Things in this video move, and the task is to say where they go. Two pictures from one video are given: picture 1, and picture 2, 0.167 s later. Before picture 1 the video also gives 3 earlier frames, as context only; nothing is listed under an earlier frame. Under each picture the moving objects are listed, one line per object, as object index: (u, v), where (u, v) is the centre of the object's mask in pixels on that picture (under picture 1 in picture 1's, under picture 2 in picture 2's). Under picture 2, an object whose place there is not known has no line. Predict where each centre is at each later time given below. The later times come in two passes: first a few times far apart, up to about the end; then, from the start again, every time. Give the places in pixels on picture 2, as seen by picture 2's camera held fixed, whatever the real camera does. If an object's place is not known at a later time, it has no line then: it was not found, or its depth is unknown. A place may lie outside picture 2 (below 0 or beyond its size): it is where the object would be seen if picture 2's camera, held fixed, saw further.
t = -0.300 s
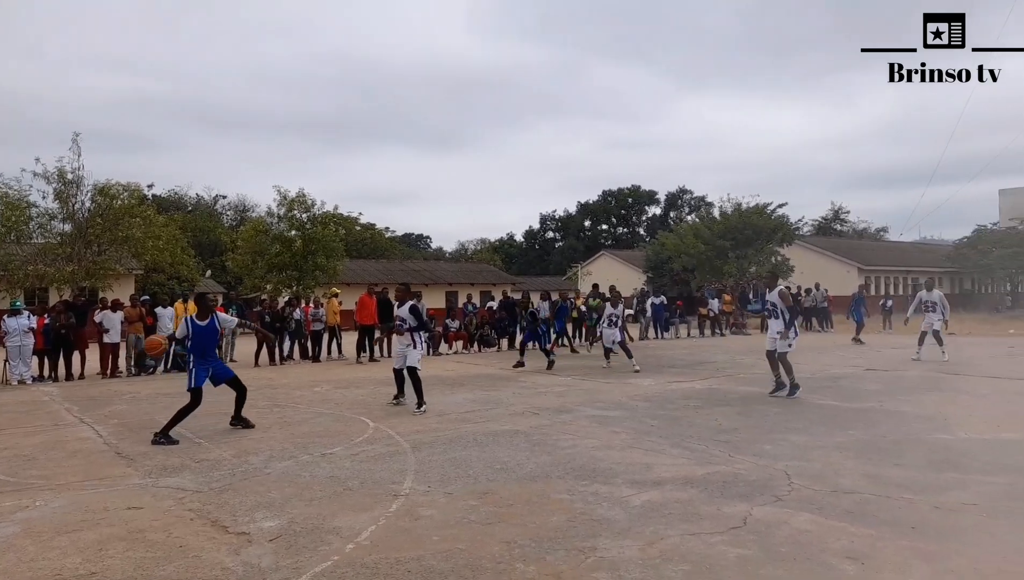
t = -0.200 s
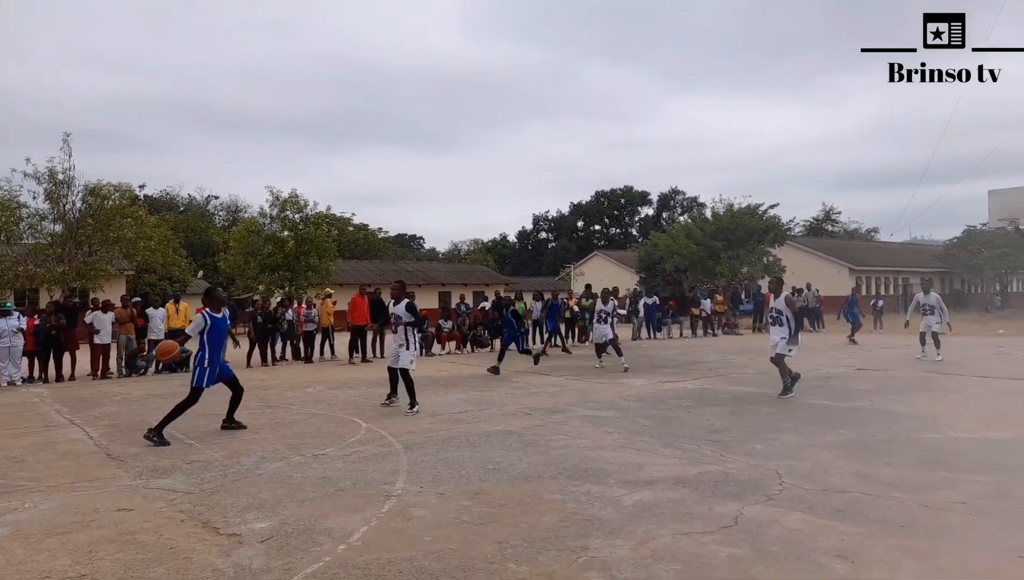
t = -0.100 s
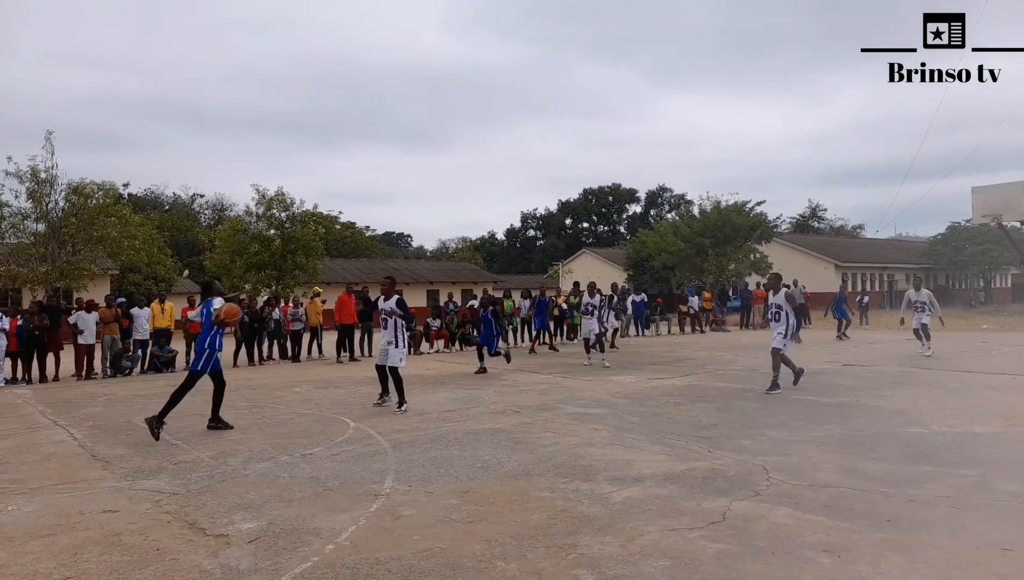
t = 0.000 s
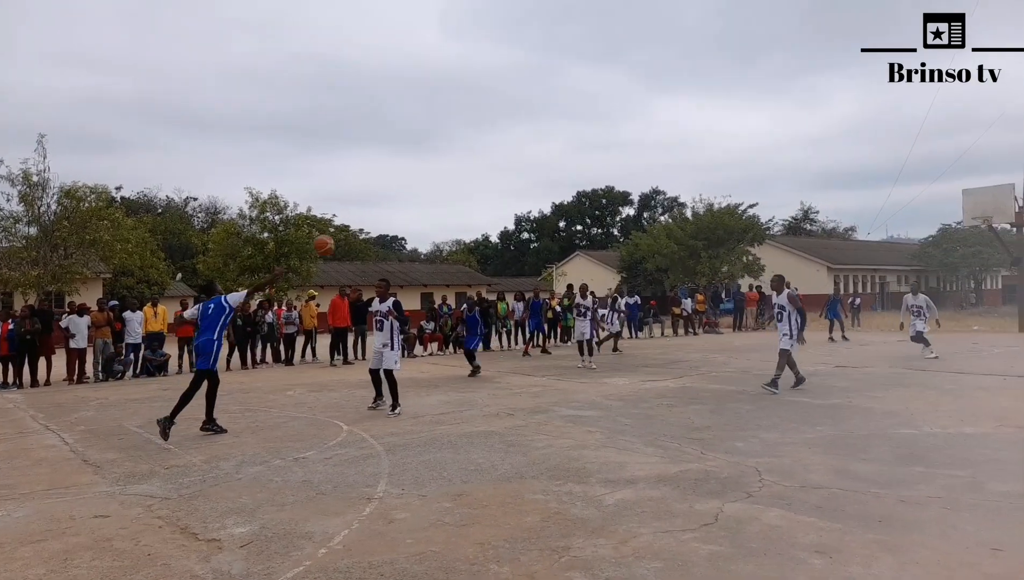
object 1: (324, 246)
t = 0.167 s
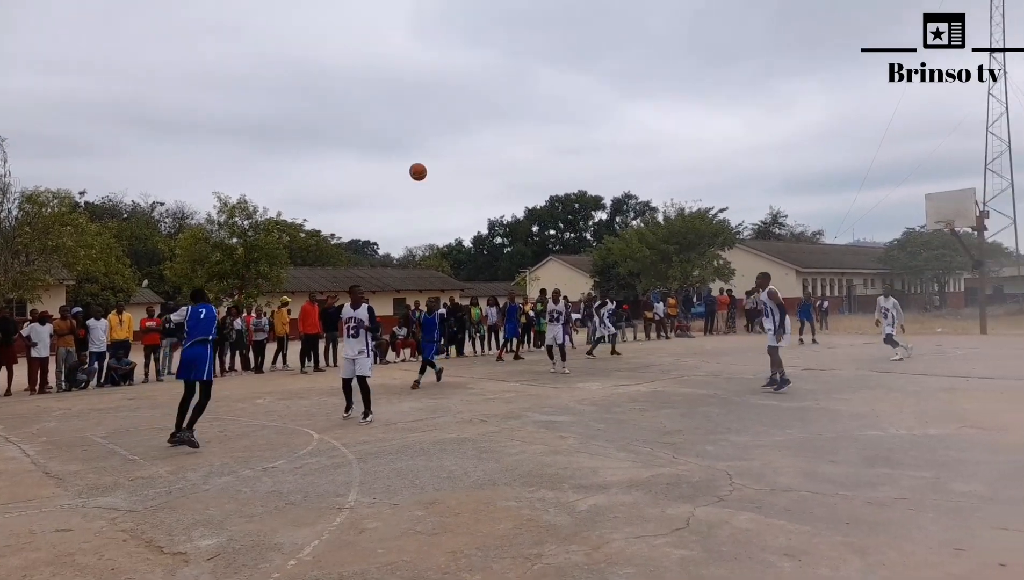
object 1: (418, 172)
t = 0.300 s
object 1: (492, 138)
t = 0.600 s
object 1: (614, 115)
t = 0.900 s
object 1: (702, 137)
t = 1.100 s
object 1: (746, 168)
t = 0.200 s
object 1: (438, 161)
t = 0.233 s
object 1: (457, 152)
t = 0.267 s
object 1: (475, 144)
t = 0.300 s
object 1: (492, 138)
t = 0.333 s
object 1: (508, 132)
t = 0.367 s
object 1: (523, 127)
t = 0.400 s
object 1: (538, 124)
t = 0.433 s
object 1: (553, 121)
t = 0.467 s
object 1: (567, 118)
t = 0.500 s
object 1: (579, 116)
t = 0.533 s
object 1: (591, 115)
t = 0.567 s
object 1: (603, 115)
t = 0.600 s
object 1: (614, 115)
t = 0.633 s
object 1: (626, 115)
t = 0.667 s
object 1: (636, 117)
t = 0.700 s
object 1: (647, 118)
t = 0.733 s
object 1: (657, 120)
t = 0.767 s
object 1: (667, 123)
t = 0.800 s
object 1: (676, 125)
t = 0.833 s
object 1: (685, 129)
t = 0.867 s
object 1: (693, 133)
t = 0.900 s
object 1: (702, 137)
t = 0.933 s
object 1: (710, 142)
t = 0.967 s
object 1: (717, 147)
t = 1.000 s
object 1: (724, 151)
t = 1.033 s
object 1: (732, 157)
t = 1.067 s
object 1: (739, 162)
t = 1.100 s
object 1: (746, 168)
